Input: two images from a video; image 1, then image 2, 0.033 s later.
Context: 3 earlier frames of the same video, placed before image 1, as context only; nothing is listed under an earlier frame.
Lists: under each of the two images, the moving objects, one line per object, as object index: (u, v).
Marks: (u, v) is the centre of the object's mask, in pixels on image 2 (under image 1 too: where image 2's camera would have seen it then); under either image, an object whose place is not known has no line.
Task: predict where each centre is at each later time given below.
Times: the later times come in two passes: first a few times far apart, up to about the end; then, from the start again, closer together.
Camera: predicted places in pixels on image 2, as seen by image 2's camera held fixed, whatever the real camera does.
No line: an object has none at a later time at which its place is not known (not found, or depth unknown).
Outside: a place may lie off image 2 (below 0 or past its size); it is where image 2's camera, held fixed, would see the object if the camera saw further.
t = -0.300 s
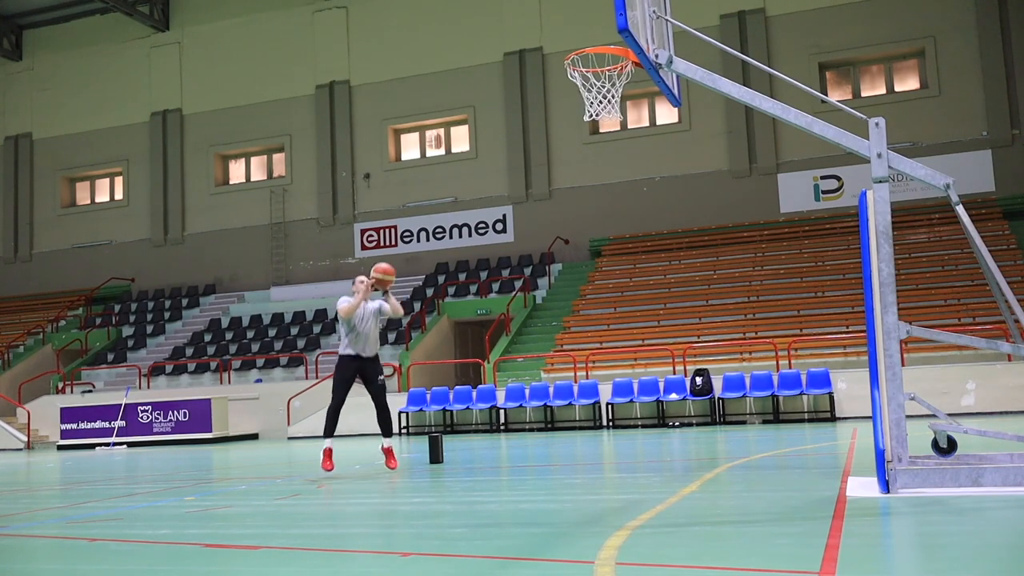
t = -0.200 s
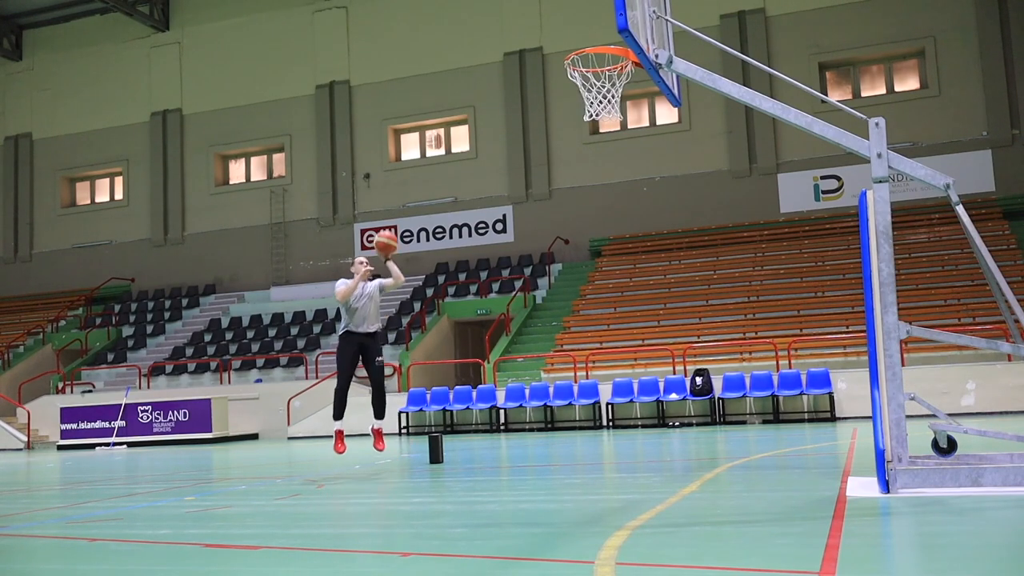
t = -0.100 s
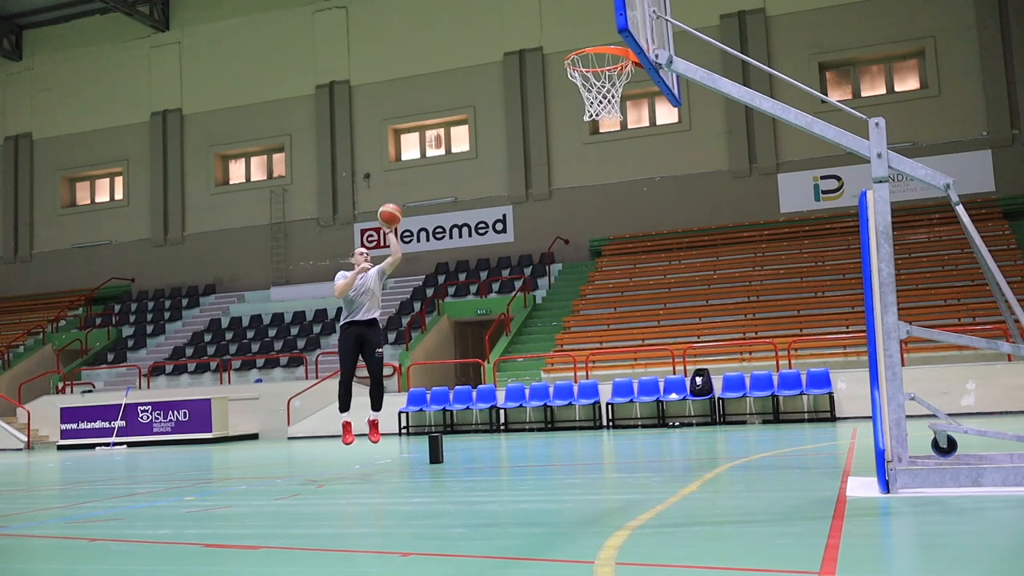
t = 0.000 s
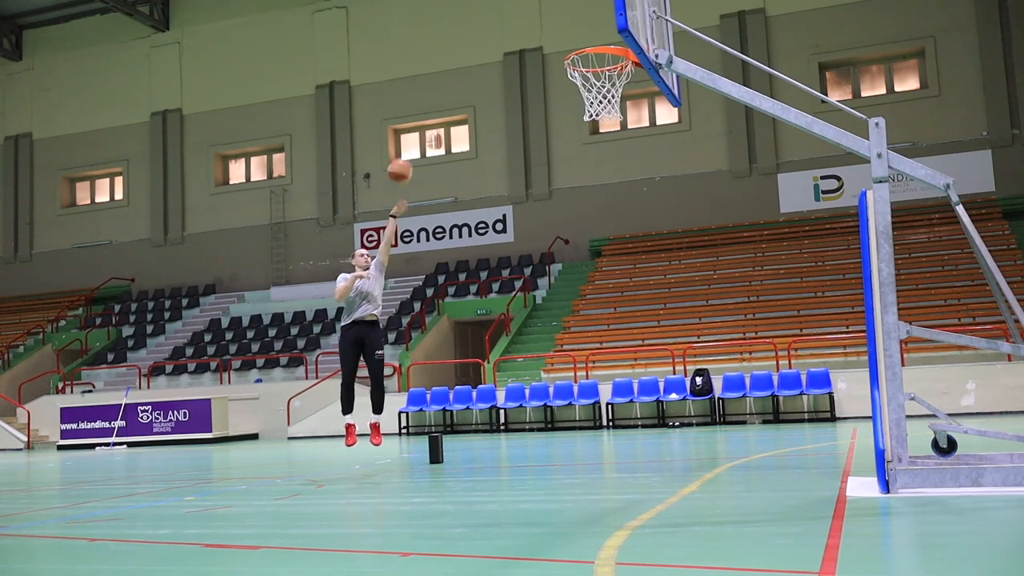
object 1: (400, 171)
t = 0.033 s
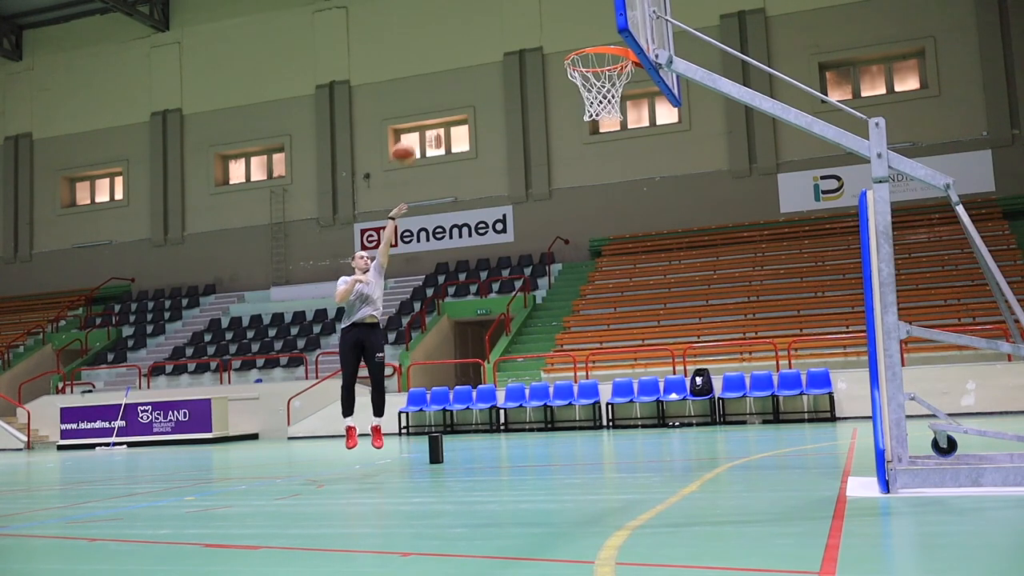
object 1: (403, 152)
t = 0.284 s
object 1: (443, 51)
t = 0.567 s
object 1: (498, 6)
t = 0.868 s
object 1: (574, 39)
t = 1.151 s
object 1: (622, 112)
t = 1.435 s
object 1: (654, 250)
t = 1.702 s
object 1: (689, 464)
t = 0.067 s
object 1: (408, 137)
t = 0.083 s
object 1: (411, 129)
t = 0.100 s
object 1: (414, 120)
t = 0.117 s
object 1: (416, 113)
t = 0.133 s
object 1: (418, 106)
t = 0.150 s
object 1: (421, 99)
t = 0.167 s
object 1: (424, 92)
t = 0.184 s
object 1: (426, 85)
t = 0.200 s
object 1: (429, 80)
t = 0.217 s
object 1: (432, 73)
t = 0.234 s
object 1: (434, 67)
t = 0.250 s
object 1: (437, 61)
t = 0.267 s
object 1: (440, 55)
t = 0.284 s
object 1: (443, 51)
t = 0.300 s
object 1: (445, 46)
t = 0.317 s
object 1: (448, 41)
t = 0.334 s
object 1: (451, 35)
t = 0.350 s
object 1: (454, 31)
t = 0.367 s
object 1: (457, 28)
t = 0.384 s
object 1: (460, 24)
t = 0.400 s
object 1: (463, 20)
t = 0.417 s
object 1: (467, 16)
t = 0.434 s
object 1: (470, 14)
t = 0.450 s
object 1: (473, 12)
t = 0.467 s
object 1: (476, 11)
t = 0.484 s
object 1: (480, 9)
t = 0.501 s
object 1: (484, 8)
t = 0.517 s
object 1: (487, 8)
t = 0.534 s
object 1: (490, 7)
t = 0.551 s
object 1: (494, 6)
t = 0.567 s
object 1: (498, 6)
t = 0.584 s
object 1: (501, 6)
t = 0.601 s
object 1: (505, 6)
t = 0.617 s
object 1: (509, 6)
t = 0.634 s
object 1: (513, 6)
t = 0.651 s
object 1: (517, 6)
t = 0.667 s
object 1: (520, 7)
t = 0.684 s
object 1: (525, 8)
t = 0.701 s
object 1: (528, 9)
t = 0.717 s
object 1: (533, 9)
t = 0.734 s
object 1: (537, 11)
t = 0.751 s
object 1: (541, 12)
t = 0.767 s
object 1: (546, 14)
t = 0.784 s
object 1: (551, 17)
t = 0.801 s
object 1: (556, 21)
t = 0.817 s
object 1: (560, 25)
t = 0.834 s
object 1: (565, 30)
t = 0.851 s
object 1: (570, 35)
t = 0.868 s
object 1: (574, 39)
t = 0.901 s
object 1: (586, 49)
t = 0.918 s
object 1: (591, 61)
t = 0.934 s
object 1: (597, 69)
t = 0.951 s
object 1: (601, 74)
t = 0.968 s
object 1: (603, 78)
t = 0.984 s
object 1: (604, 80)
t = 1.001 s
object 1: (605, 81)
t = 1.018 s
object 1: (609, 91)
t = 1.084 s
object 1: (615, 95)
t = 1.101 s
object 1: (617, 100)
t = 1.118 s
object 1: (619, 103)
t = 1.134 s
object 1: (620, 108)
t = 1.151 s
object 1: (622, 112)
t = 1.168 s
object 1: (624, 118)
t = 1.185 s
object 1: (625, 124)
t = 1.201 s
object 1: (627, 130)
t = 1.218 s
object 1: (629, 136)
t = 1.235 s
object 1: (631, 142)
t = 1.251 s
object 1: (633, 148)
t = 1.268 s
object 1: (634, 156)
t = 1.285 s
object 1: (636, 164)
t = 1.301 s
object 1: (638, 172)
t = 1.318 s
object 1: (640, 181)
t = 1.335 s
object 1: (642, 189)
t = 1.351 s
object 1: (644, 198)
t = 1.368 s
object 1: (646, 208)
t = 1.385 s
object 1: (648, 217)
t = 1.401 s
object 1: (650, 228)
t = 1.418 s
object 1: (652, 239)
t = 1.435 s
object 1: (654, 250)
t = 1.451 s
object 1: (657, 261)
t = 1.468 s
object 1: (659, 273)
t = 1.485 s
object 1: (661, 285)
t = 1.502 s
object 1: (663, 299)
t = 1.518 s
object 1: (665, 311)
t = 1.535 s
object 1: (667, 324)
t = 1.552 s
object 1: (670, 338)
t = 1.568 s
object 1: (672, 351)
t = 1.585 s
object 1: (675, 366)
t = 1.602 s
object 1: (677, 381)
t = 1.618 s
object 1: (680, 398)
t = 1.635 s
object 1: (682, 413)
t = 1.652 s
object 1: (684, 428)
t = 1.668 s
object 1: (687, 445)
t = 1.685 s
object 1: (690, 465)
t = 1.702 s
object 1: (689, 464)
